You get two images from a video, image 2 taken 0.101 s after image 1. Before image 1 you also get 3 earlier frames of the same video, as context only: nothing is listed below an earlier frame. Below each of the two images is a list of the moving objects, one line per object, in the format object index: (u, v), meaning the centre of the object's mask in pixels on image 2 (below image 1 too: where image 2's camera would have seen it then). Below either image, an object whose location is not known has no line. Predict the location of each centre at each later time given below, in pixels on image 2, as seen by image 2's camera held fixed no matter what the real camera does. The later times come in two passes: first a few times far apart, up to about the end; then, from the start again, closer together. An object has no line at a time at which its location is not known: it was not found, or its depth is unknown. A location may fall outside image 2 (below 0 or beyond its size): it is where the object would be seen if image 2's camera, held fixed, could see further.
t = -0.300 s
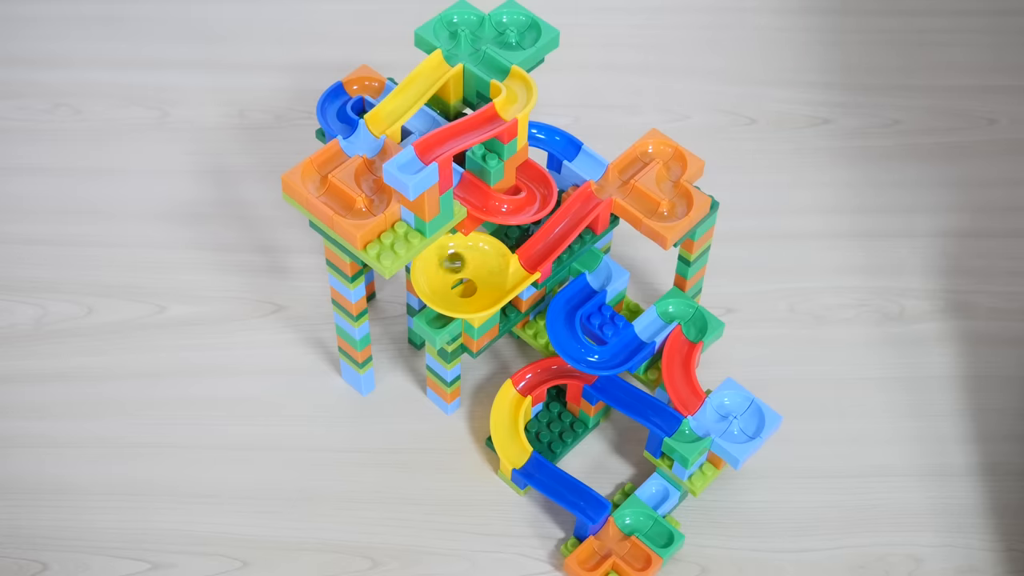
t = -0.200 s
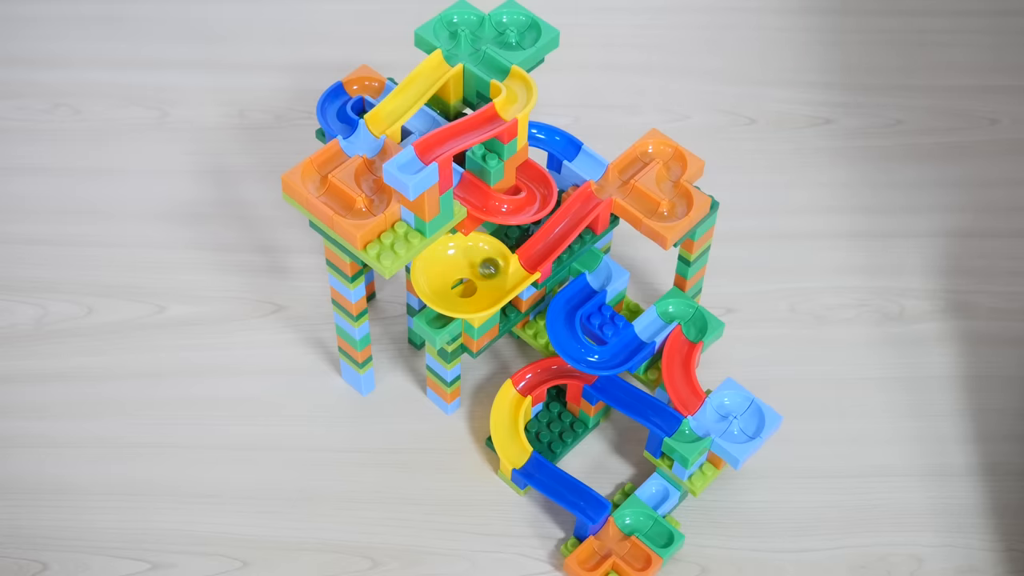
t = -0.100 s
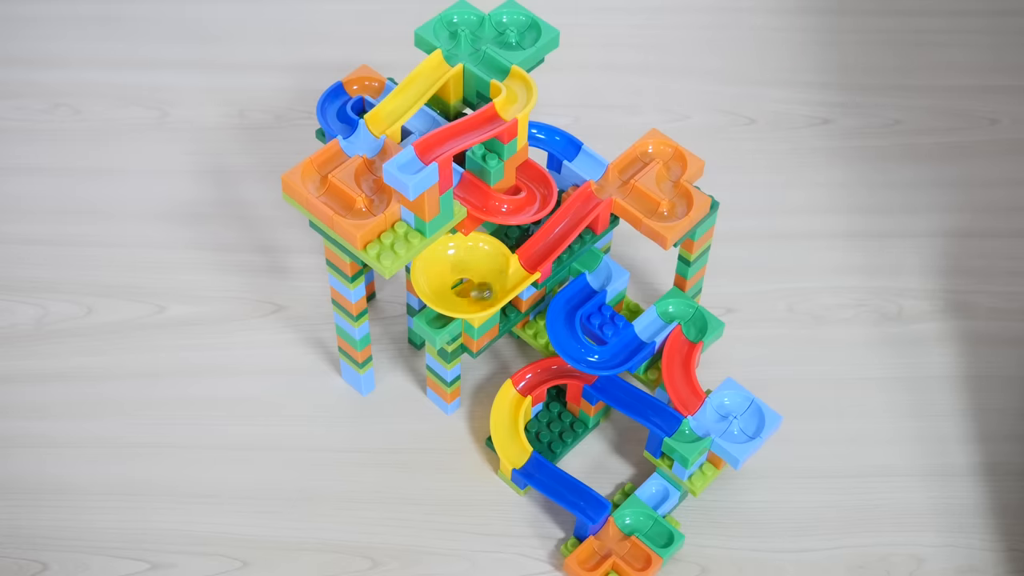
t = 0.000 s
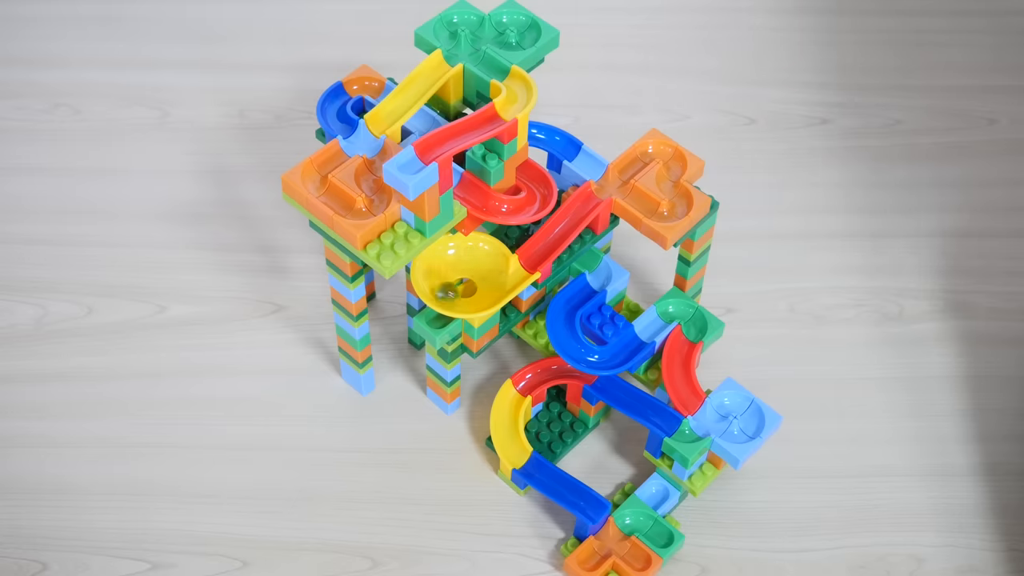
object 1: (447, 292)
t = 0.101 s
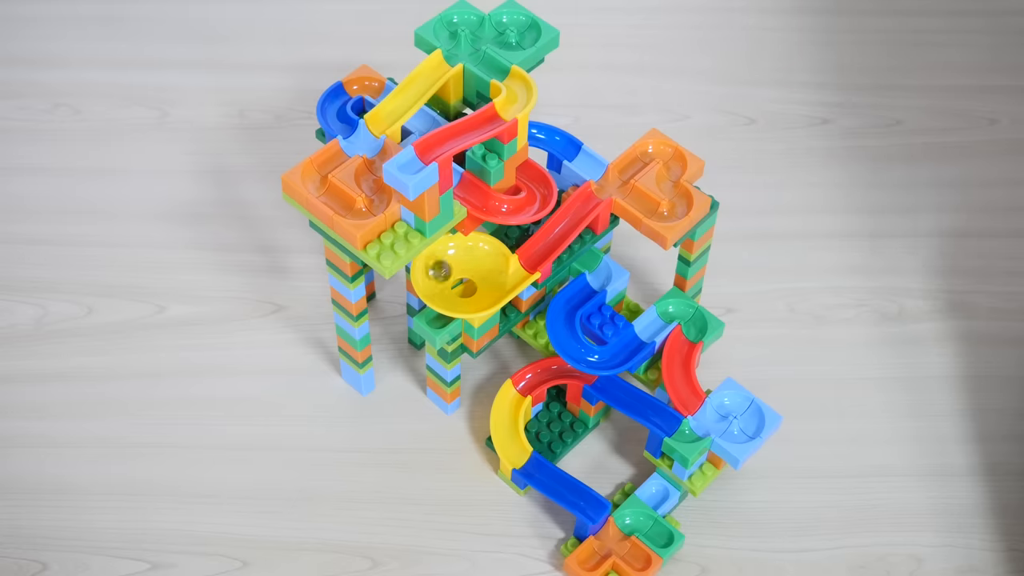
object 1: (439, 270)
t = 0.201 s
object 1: (470, 261)
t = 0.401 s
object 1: (469, 295)
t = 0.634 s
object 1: (458, 263)
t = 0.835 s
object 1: (481, 290)
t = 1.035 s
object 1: (441, 270)
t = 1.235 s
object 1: (488, 275)
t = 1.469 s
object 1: (442, 282)
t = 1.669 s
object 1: (480, 265)
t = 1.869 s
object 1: (460, 294)
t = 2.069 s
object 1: (457, 264)
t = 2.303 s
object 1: (474, 292)
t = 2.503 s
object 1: (447, 275)
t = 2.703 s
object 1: (483, 270)
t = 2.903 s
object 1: (454, 295)
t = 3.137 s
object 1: (471, 262)
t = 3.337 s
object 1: (469, 292)
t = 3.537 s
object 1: (451, 279)
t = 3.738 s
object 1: (486, 272)
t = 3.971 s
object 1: (446, 288)
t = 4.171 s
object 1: (476, 271)
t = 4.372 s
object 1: (467, 288)
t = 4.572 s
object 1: (451, 267)
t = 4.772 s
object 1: (483, 284)
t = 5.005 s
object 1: (454, 277)
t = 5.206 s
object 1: (479, 271)
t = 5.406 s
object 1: (453, 290)
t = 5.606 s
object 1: (471, 276)
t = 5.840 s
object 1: (463, 288)
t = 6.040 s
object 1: (463, 286)
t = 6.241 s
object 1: (464, 288)
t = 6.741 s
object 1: (586, 258)
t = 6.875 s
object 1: (601, 275)
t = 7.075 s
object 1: (579, 293)
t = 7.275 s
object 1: (564, 310)
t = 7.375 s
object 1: (564, 334)
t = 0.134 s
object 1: (447, 265)
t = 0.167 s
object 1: (458, 262)
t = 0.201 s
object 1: (470, 261)
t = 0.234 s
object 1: (482, 263)
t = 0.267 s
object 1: (489, 269)
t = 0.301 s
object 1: (491, 276)
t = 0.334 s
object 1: (488, 284)
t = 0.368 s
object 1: (481, 290)
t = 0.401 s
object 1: (469, 295)
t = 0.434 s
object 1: (457, 294)
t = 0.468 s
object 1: (446, 291)
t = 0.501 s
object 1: (440, 284)
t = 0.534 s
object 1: (437, 277)
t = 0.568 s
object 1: (441, 270)
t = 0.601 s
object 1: (448, 266)
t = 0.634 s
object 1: (458, 263)
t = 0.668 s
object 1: (470, 263)
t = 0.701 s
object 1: (481, 265)
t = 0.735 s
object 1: (488, 270)
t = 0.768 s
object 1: (491, 277)
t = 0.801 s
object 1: (487, 285)
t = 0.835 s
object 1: (481, 290)
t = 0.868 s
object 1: (469, 295)
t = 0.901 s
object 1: (459, 294)
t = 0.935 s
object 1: (448, 290)
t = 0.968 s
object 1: (442, 284)
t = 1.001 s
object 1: (439, 277)
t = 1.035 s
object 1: (441, 270)
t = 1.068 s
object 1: (447, 265)
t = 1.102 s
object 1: (455, 262)
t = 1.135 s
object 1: (467, 262)
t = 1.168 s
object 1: (476, 265)
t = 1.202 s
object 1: (485, 269)
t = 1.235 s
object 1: (488, 275)
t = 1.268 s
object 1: (487, 283)
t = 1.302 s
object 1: (482, 289)
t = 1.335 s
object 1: (473, 294)
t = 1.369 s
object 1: (464, 294)
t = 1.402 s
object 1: (454, 293)
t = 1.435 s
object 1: (446, 288)
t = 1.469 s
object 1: (442, 282)
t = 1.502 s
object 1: (442, 275)
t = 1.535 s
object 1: (446, 268)
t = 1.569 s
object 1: (453, 264)
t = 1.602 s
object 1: (461, 262)
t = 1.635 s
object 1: (472, 262)
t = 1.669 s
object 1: (480, 265)
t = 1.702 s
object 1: (486, 271)
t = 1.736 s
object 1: (487, 278)
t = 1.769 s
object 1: (484, 285)
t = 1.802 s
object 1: (478, 291)
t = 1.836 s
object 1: (470, 295)
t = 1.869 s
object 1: (460, 294)
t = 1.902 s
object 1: (452, 292)
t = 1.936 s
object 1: (446, 288)
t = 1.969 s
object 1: (443, 281)
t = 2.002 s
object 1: (444, 275)
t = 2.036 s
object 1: (450, 268)
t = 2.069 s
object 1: (457, 264)
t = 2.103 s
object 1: (464, 262)
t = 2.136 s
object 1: (474, 262)
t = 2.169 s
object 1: (481, 265)
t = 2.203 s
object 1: (485, 271)
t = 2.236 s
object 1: (485, 278)
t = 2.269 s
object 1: (482, 285)
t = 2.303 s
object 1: (474, 292)
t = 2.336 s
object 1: (467, 295)
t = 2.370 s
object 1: (460, 295)
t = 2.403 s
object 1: (452, 293)
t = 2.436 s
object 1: (447, 288)
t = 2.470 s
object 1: (445, 282)
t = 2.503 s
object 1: (447, 275)
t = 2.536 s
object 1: (451, 270)
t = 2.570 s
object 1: (457, 265)
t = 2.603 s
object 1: (465, 262)
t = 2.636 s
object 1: (472, 262)
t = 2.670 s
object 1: (479, 265)
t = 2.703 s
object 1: (483, 270)
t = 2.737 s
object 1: (484, 276)
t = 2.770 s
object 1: (480, 284)
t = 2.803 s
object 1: (474, 291)
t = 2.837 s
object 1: (468, 294)
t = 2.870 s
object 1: (461, 296)
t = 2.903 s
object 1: (454, 295)
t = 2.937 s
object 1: (449, 291)
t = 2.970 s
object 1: (447, 286)
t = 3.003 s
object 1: (447, 280)
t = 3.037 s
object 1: (450, 275)
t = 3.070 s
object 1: (457, 268)
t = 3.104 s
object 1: (464, 264)
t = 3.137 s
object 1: (471, 262)
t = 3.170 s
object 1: (477, 262)
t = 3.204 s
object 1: (482, 266)
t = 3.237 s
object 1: (483, 272)
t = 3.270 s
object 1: (480, 280)
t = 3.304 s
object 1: (475, 287)
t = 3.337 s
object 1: (469, 292)
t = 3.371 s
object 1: (463, 291)
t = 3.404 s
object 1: (456, 295)
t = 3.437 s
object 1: (451, 293)
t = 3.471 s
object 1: (448, 289)
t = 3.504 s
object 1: (448, 285)
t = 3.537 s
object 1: (451, 279)
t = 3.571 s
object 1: (456, 275)
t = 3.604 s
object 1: (465, 270)
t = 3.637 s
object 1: (473, 268)
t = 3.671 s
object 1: (480, 267)
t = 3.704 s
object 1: (485, 268)
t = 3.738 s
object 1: (486, 272)
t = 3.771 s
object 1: (484, 277)
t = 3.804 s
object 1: (480, 281)
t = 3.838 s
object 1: (473, 287)
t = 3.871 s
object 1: (464, 289)
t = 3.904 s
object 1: (461, 290)
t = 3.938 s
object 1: (450, 290)
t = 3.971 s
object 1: (446, 288)
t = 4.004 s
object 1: (445, 285)
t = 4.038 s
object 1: (447, 281)
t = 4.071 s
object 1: (451, 277)
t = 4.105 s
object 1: (458, 272)
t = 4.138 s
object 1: (466, 271)
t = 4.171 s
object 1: (476, 271)
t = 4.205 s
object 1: (483, 272)
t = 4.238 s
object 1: (486, 274)
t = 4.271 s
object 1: (486, 278)
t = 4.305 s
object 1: (483, 282)
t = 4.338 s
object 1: (477, 285)
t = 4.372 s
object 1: (467, 288)
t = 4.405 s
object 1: (461, 287)
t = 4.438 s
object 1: (452, 283)
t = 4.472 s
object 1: (448, 278)
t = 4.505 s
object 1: (446, 273)
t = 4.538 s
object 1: (447, 269)
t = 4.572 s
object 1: (451, 267)
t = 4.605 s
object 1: (458, 266)
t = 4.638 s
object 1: (465, 268)
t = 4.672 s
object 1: (471, 271)
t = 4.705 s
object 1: (477, 274)
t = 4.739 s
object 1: (481, 278)
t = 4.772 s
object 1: (483, 284)
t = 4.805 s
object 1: (481, 288)
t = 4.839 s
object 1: (477, 292)
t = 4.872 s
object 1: (472, 292)
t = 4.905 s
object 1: (466, 291)
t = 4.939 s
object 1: (461, 288)
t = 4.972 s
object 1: (455, 283)
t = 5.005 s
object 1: (454, 277)
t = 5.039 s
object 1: (458, 271)
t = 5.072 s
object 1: (464, 267)
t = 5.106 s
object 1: (469, 265)
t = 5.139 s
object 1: (474, 265)
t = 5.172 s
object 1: (478, 267)
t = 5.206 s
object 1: (479, 271)
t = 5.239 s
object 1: (479, 276)
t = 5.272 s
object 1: (475, 282)
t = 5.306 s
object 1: (470, 288)
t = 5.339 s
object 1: (463, 289)
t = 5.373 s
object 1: (460, 290)
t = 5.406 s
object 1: (453, 290)
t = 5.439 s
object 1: (449, 287)
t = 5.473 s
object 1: (448, 284)
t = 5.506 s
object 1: (450, 280)
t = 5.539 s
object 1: (455, 276)
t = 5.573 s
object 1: (463, 274)
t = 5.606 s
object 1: (471, 276)
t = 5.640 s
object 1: (476, 281)
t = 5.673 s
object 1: (478, 284)
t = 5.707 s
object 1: (479, 288)
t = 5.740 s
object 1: (478, 290)
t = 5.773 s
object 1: (473, 291)
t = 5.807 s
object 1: (469, 291)
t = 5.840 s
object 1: (463, 288)
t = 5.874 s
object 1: (461, 286)
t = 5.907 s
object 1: (466, 281)
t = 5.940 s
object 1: (468, 284)
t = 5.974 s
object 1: (464, 286)
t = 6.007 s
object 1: (462, 284)
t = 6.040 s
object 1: (463, 286)
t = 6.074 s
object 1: (462, 285)
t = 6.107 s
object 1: (462, 287)
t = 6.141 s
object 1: (464, 288)
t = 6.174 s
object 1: (464, 288)
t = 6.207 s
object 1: (464, 288)
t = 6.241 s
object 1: (464, 288)
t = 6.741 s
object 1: (586, 258)
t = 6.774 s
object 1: (589, 260)
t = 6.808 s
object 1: (596, 265)
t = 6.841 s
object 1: (600, 272)
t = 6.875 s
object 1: (601, 275)
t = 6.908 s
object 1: (599, 277)
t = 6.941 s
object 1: (592, 283)
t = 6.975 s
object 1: (588, 286)
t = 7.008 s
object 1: (585, 288)
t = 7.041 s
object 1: (582, 291)
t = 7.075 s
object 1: (579, 293)
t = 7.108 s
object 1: (577, 296)
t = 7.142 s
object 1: (574, 297)
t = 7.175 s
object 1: (571, 300)
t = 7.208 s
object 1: (568, 303)
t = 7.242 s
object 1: (566, 306)
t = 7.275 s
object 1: (564, 310)
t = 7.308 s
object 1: (563, 316)
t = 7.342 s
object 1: (562, 324)
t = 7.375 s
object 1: (564, 334)
